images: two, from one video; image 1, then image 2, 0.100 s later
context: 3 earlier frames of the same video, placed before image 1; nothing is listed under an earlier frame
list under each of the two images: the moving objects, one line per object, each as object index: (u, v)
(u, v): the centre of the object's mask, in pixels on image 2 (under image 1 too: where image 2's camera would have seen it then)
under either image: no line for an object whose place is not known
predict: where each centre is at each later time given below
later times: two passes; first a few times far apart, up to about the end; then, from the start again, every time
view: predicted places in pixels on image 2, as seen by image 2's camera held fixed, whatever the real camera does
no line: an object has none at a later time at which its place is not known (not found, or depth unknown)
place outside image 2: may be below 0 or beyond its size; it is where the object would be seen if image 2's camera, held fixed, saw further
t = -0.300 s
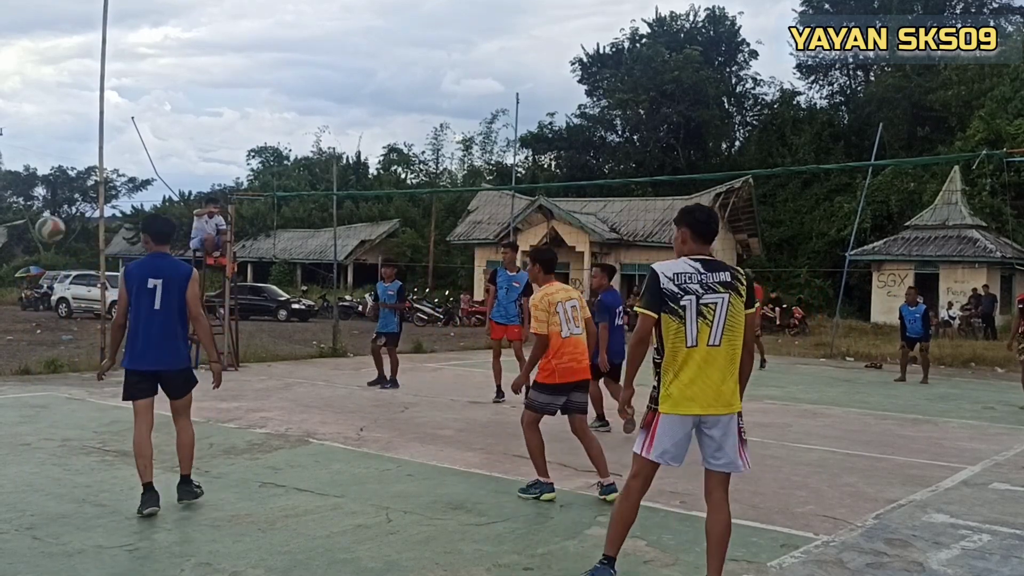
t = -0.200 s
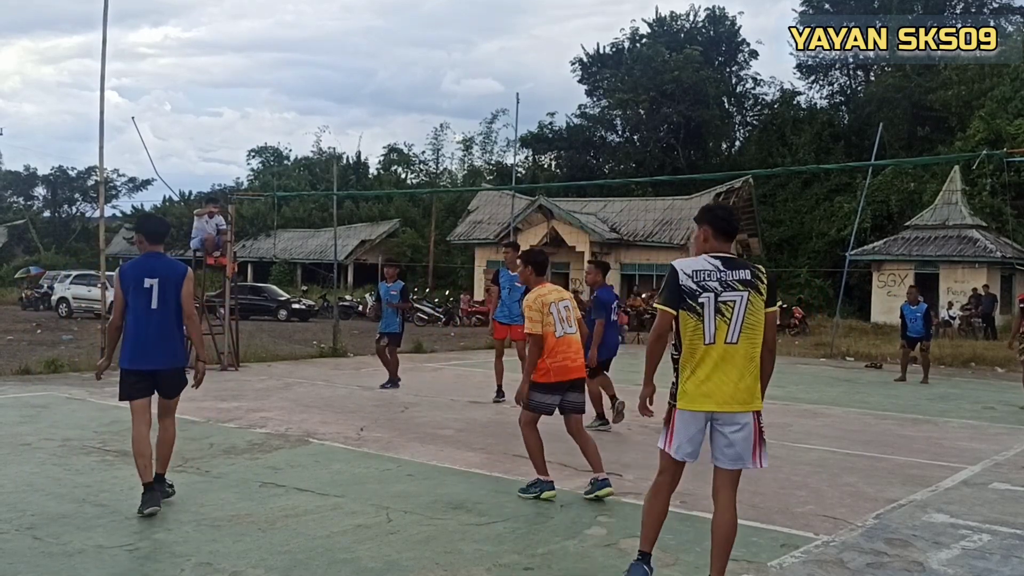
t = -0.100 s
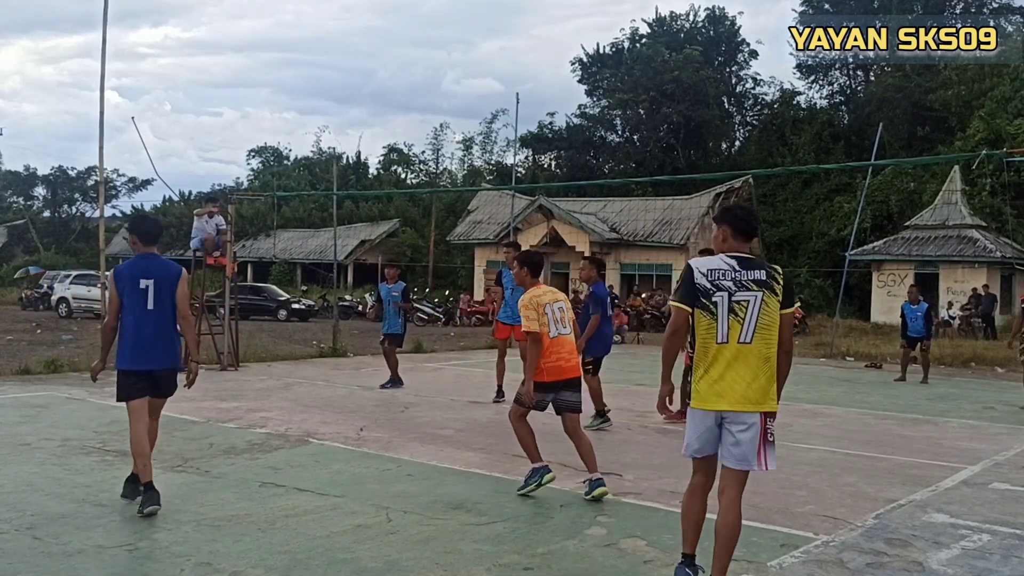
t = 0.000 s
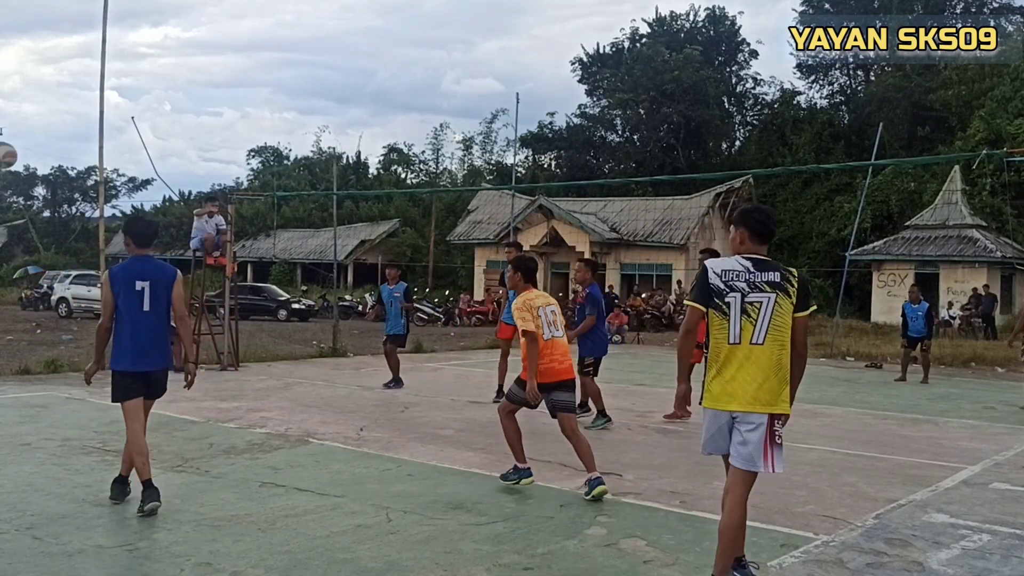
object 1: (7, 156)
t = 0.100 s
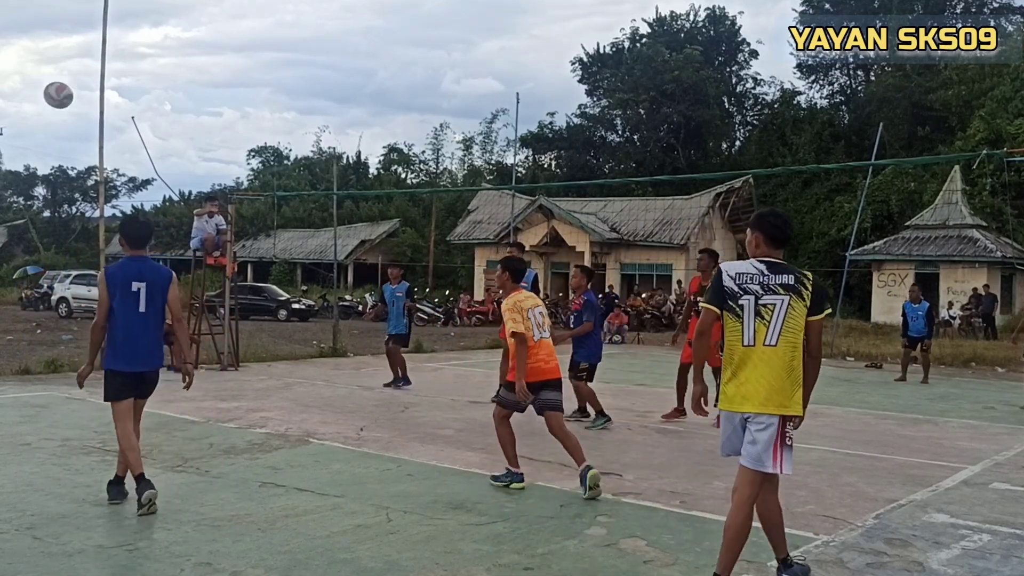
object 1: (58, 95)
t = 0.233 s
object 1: (125, 39)
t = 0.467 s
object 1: (229, 6)
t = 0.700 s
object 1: (318, 26)
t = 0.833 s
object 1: (363, 65)
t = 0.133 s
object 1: (76, 79)
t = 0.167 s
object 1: (93, 64)
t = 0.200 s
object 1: (110, 51)
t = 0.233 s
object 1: (125, 39)
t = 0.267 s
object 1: (141, 30)
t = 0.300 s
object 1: (156, 21)
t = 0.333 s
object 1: (172, 14)
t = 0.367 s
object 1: (186, 10)
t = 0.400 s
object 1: (201, 8)
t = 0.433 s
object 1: (215, 7)
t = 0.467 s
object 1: (229, 6)
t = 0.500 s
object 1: (242, 6)
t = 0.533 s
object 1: (256, 6)
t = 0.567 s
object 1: (269, 8)
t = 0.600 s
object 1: (281, 10)
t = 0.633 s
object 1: (294, 13)
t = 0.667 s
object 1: (306, 19)
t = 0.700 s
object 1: (318, 26)
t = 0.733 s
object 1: (330, 34)
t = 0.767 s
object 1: (341, 43)
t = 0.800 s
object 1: (352, 54)
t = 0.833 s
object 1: (363, 65)
